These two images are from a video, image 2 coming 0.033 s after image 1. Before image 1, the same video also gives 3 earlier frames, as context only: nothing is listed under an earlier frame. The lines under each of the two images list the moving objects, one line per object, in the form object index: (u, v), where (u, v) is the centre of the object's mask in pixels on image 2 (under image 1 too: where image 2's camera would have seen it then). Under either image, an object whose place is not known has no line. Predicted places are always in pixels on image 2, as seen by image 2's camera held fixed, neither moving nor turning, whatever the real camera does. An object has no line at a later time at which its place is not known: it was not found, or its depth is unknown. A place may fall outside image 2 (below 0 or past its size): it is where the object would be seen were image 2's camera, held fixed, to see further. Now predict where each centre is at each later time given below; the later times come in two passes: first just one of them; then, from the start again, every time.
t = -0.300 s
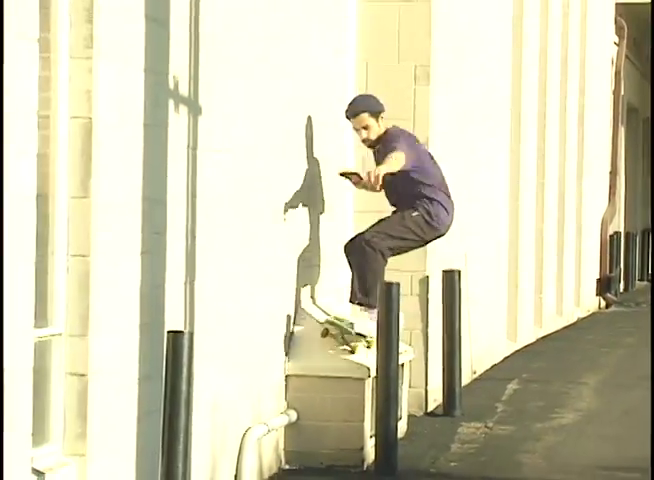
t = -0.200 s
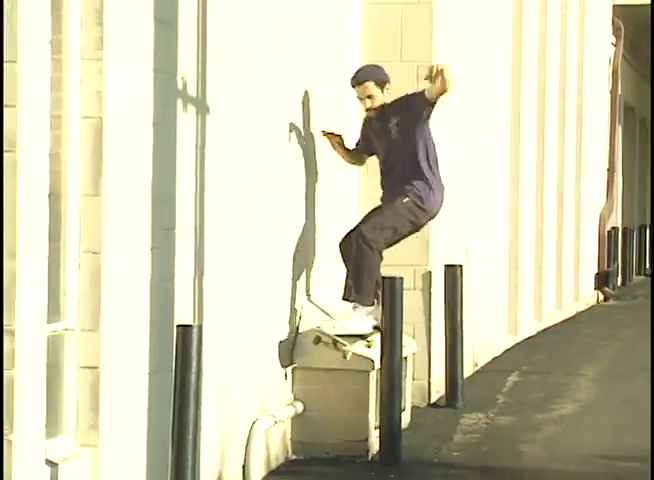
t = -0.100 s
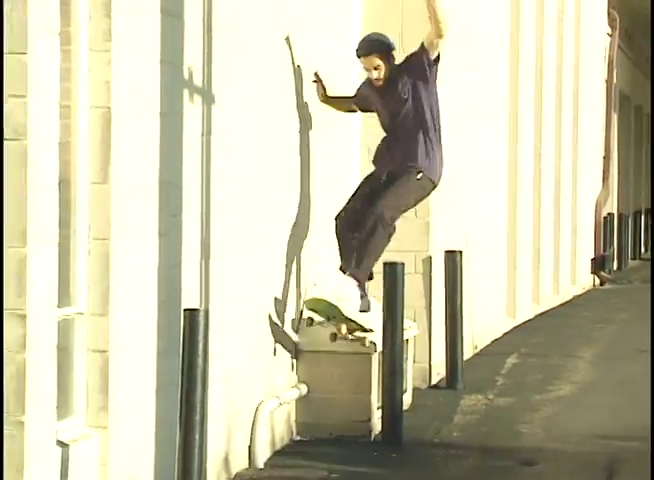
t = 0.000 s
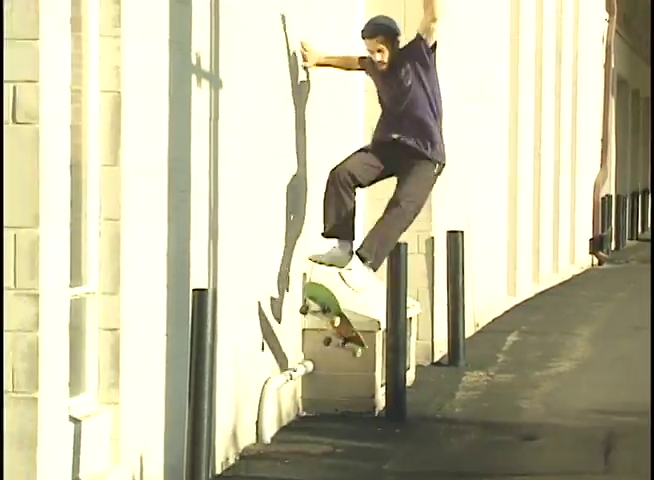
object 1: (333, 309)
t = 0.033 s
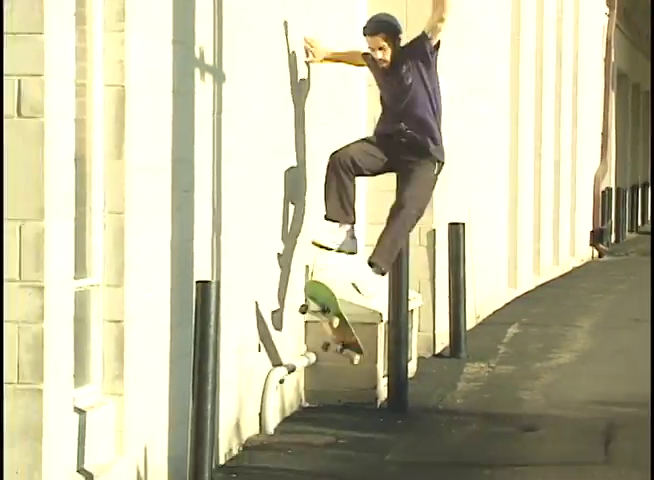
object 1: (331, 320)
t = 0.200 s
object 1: (317, 398)
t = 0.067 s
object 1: (329, 333)
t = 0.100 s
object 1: (327, 348)
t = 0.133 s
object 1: (324, 365)
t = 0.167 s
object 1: (324, 387)
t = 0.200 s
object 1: (317, 398)
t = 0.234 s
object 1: (312, 418)
